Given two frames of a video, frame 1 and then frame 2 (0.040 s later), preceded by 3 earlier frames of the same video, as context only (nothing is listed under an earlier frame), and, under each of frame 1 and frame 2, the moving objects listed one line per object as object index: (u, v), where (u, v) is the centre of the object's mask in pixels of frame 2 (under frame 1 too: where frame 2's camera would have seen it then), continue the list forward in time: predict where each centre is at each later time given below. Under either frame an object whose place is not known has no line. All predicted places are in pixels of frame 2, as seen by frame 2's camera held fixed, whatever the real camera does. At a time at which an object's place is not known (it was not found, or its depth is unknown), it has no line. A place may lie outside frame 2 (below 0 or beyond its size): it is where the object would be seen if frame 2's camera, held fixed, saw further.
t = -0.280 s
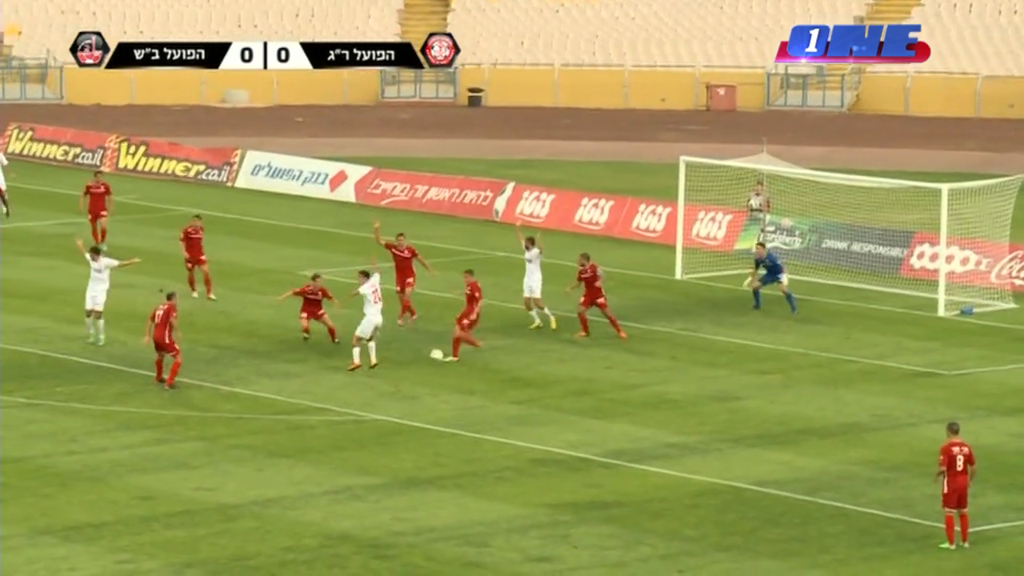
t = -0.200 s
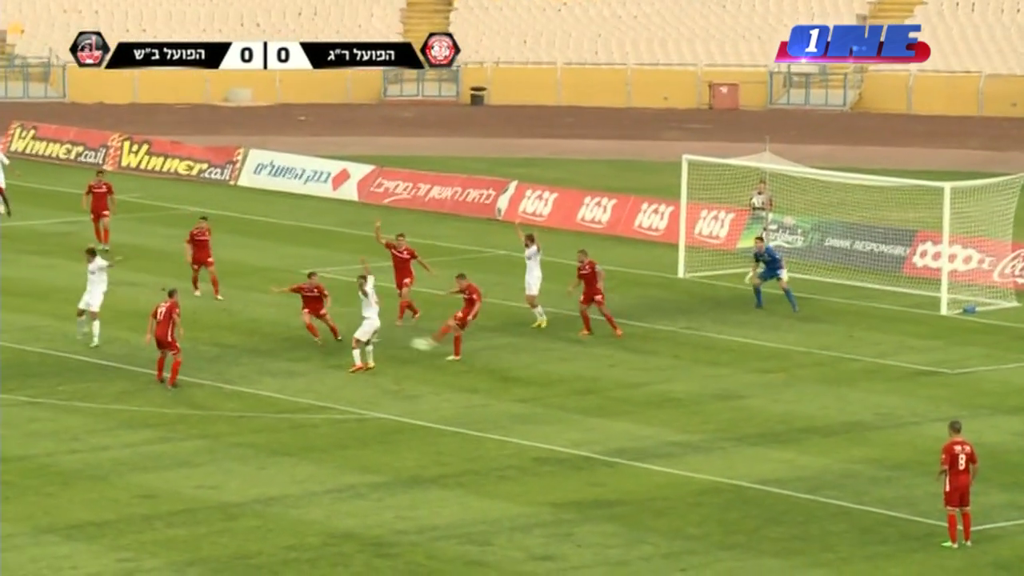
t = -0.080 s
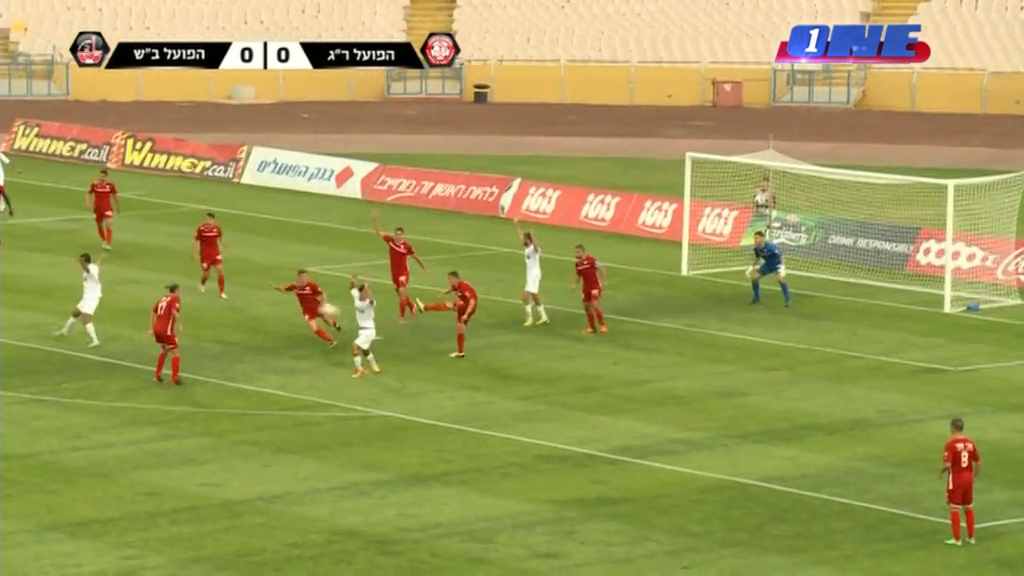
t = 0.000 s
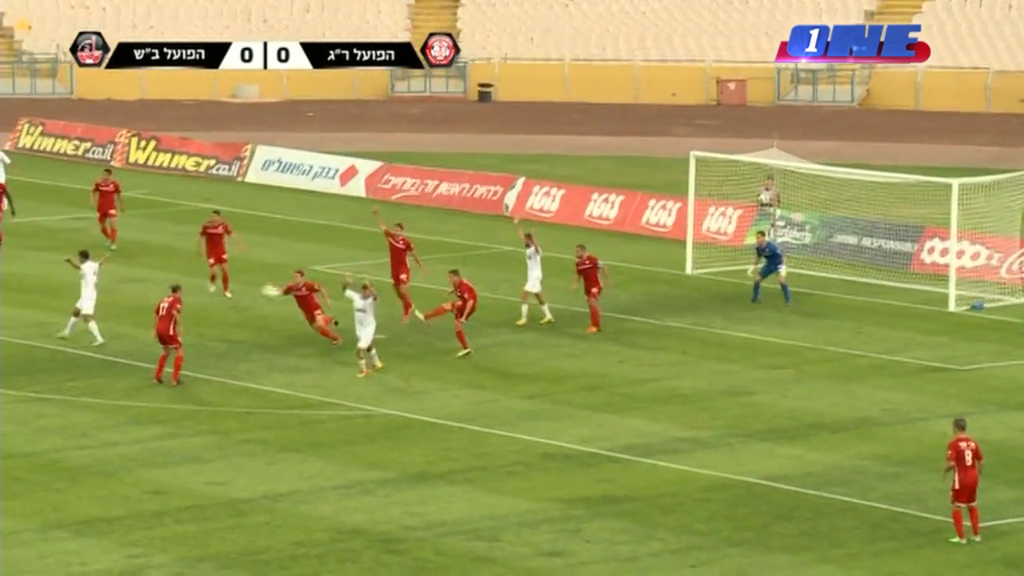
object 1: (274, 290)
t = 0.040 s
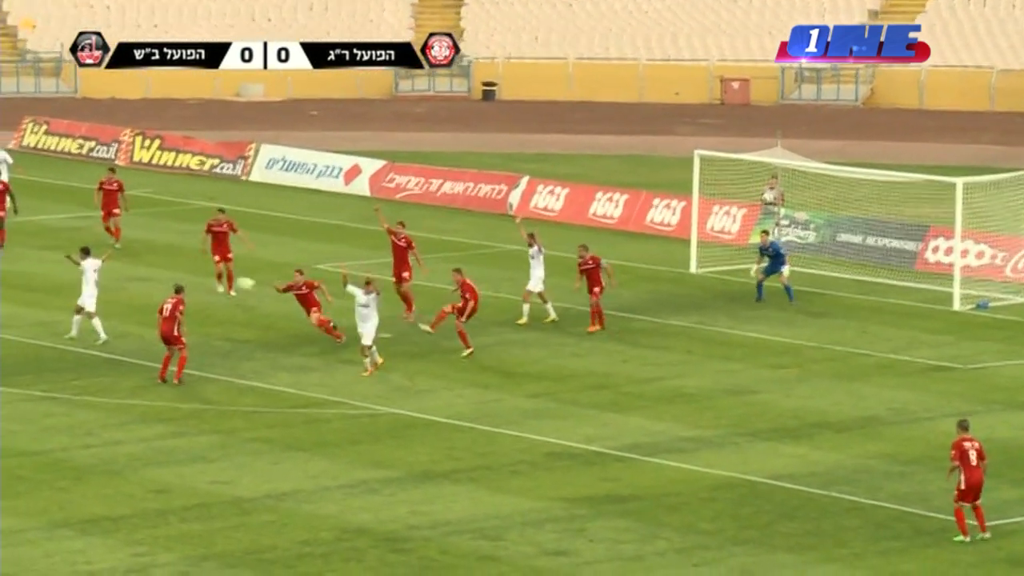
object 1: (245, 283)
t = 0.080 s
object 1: (215, 276)
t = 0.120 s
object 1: (185, 271)
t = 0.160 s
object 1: (155, 267)
